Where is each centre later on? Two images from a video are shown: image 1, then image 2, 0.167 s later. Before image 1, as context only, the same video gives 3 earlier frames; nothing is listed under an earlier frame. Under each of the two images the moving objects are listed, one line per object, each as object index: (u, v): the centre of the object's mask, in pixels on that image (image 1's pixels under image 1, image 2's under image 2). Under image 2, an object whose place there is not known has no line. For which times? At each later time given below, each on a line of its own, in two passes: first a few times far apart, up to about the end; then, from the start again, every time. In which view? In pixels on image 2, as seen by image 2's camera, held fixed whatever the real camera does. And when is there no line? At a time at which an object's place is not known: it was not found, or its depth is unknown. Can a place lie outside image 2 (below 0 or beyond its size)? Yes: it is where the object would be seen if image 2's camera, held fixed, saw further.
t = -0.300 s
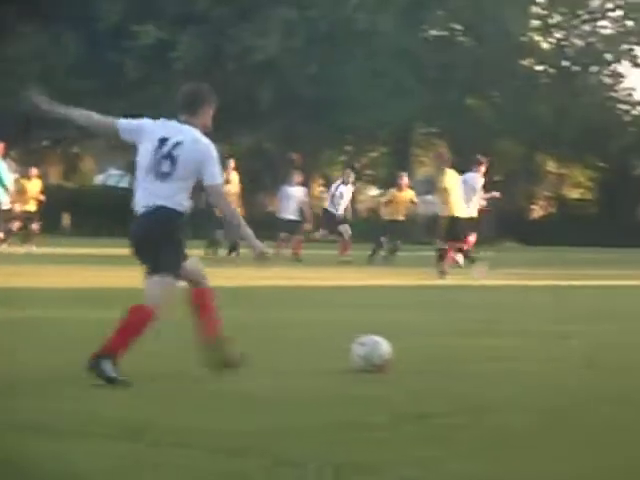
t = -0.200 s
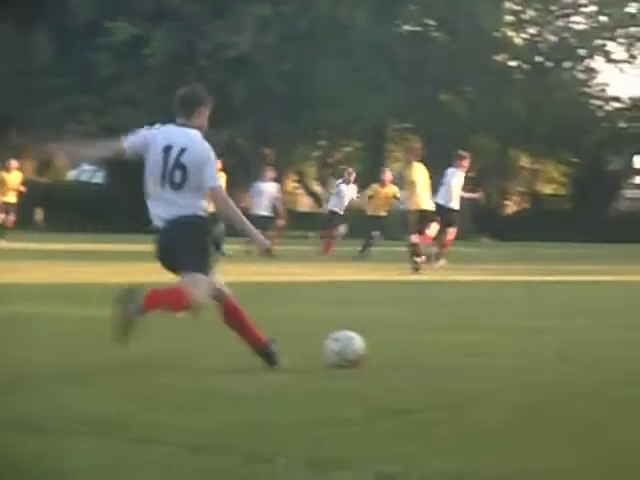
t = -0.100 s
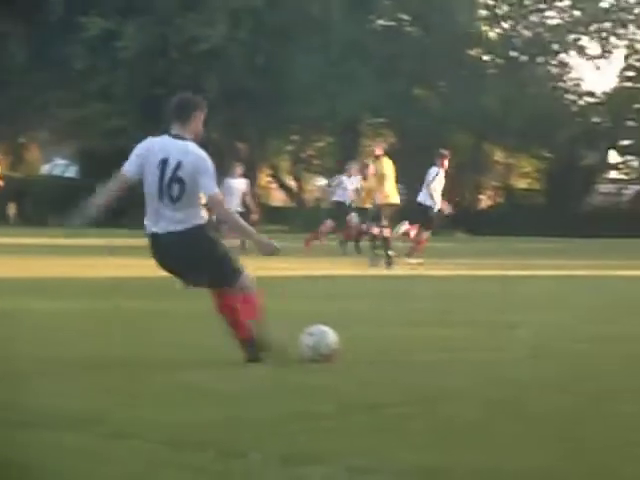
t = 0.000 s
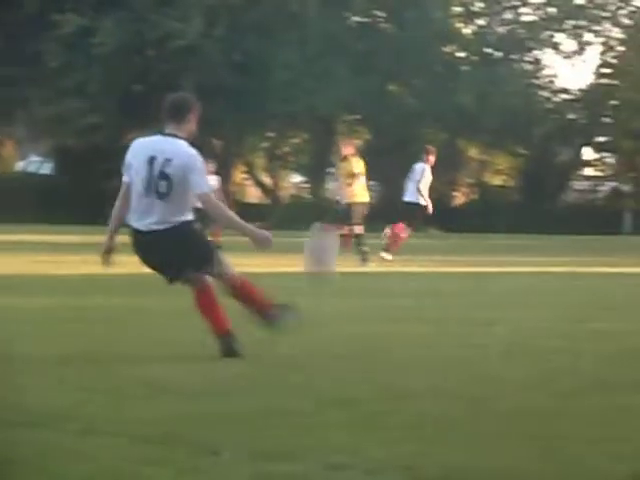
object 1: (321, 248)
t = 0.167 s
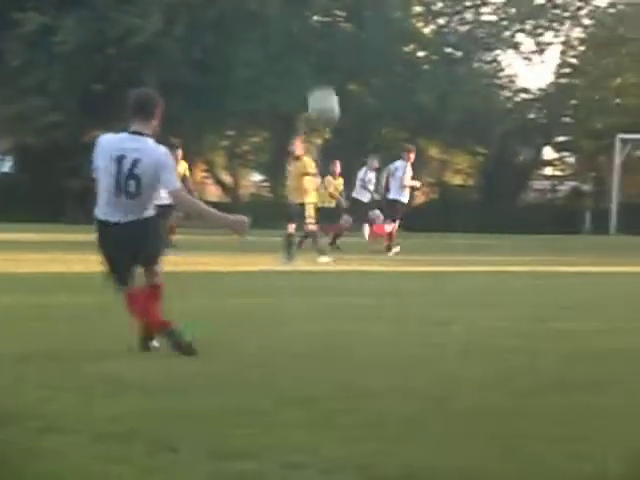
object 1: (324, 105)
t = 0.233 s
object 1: (329, 70)
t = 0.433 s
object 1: (330, 15)
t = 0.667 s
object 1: (311, 5)
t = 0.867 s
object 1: (285, 28)
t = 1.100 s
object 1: (249, 77)
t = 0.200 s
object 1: (327, 86)
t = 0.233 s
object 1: (329, 70)
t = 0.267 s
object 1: (331, 56)
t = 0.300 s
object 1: (333, 46)
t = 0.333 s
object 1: (333, 36)
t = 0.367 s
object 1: (332, 28)
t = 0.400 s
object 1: (331, 21)
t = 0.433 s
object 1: (330, 15)
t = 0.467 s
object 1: (328, 11)
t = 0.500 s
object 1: (326, 8)
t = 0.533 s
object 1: (323, 5)
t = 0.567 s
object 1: (321, 4)
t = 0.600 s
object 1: (318, 3)
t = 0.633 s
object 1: (314, 3)
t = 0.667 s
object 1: (311, 5)
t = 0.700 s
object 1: (307, 6)
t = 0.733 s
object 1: (303, 9)
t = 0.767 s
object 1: (299, 13)
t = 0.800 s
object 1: (295, 17)
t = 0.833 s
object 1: (291, 22)
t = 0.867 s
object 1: (285, 28)
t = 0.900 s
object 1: (281, 33)
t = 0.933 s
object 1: (276, 39)
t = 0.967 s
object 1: (271, 46)
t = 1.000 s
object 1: (266, 54)
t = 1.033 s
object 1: (260, 61)
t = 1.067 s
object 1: (254, 69)
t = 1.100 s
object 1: (249, 77)
